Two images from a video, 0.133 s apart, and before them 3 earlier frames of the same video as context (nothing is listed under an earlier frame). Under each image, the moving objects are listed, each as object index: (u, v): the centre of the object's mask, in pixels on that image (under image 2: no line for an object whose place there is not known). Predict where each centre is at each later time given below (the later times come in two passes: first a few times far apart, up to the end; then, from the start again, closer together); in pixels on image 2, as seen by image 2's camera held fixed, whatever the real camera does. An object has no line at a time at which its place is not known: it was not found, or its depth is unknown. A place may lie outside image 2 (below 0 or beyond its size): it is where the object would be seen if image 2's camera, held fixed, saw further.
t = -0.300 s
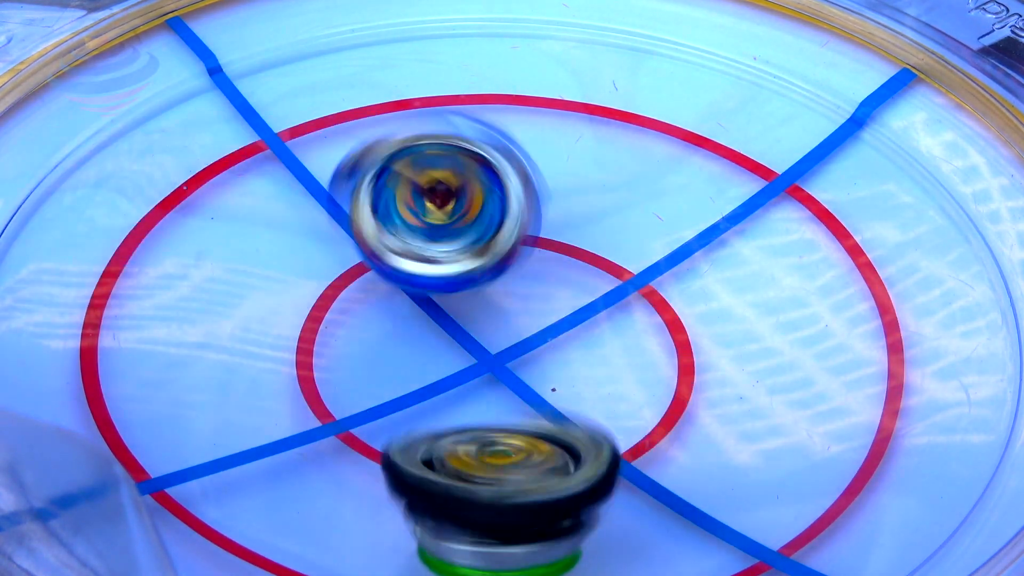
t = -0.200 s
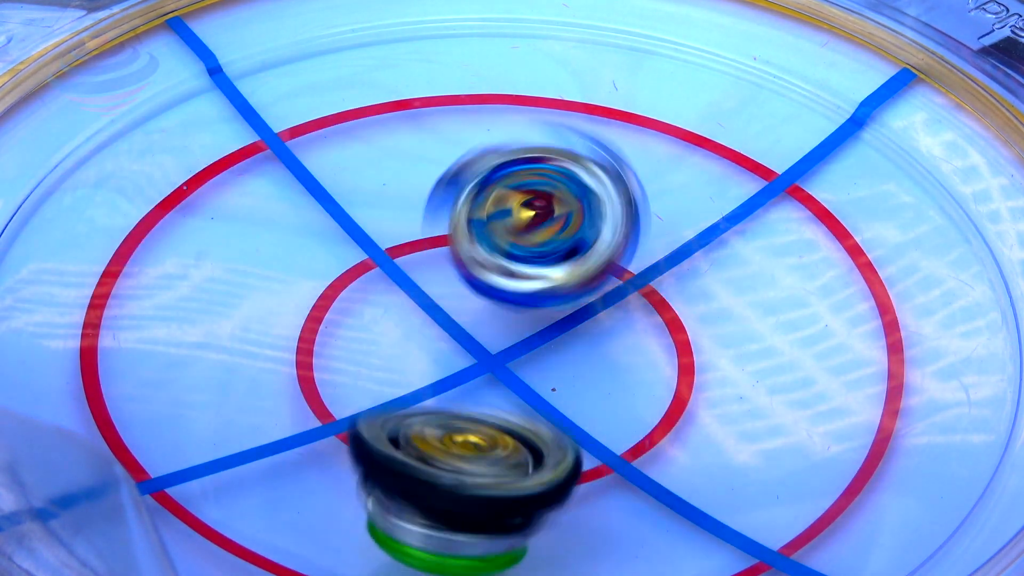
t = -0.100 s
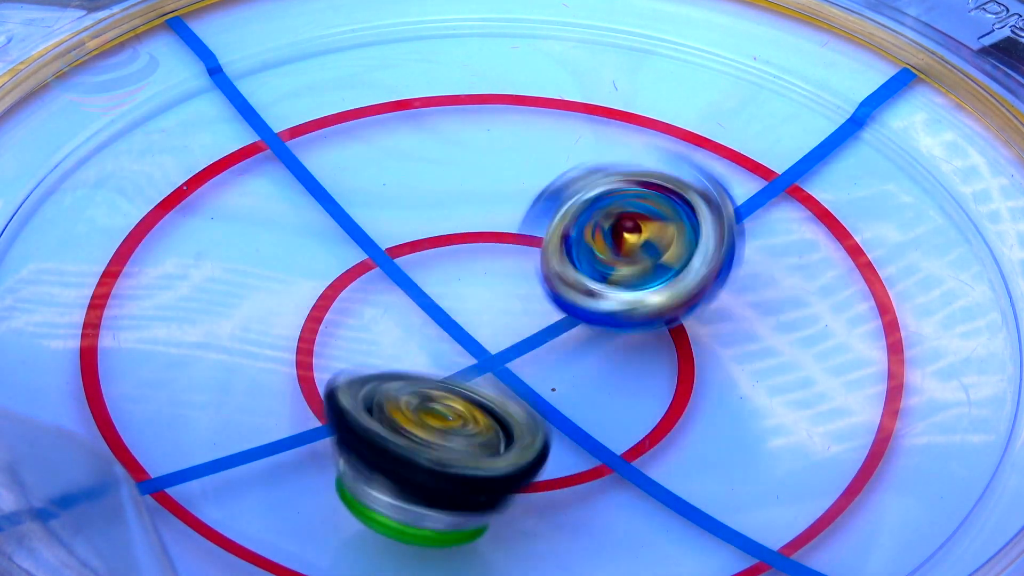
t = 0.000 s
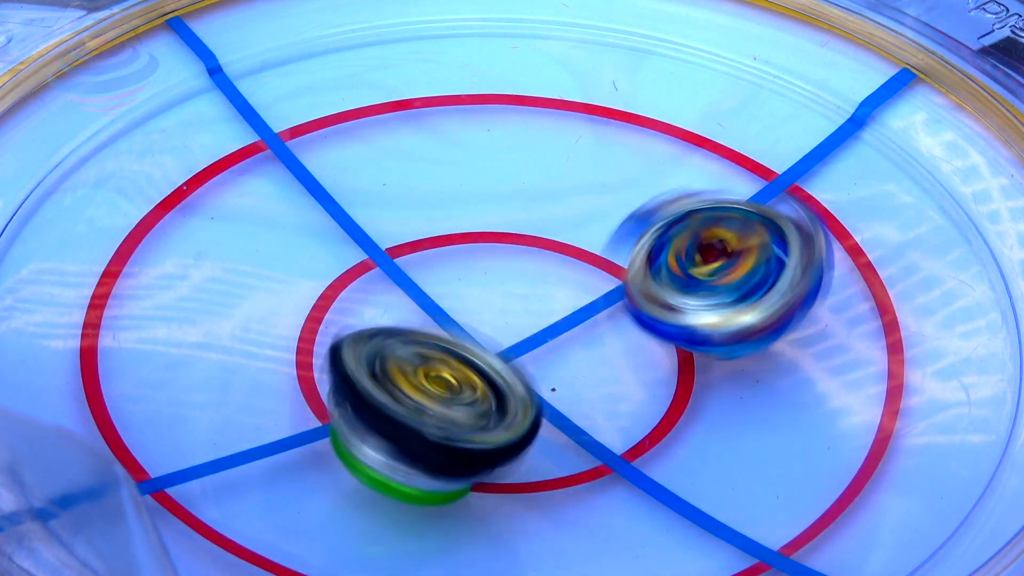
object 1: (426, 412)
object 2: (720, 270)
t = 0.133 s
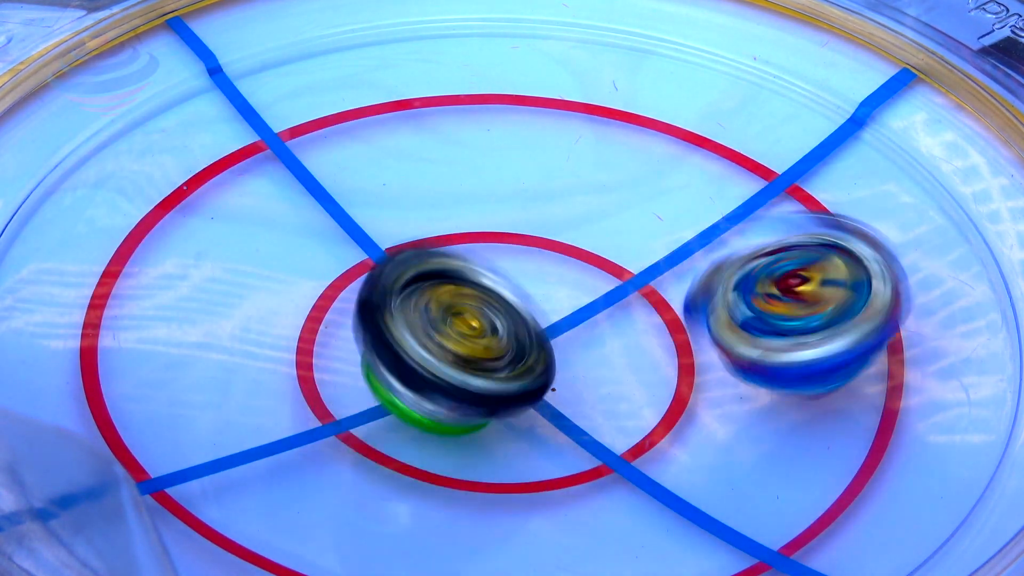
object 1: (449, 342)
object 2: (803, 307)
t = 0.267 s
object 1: (513, 271)
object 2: (802, 328)
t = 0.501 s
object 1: (639, 189)
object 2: (588, 356)
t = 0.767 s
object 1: (751, 192)
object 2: (336, 303)
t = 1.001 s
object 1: (729, 265)
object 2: (218, 199)
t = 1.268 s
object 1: (540, 325)
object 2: (239, 163)
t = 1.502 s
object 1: (438, 359)
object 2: (378, 121)
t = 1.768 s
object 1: (398, 272)
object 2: (512, 146)
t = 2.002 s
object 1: (374, 242)
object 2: (627, 305)
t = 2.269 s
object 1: (438, 233)
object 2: (491, 419)
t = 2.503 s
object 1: (542, 231)
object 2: (335, 353)
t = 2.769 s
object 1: (640, 301)
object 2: (386, 225)
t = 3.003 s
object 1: (589, 369)
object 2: (474, 229)
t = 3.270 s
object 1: (433, 356)
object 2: (527, 232)
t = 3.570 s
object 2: (529, 234)
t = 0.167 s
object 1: (465, 328)
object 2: (814, 316)
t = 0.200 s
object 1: (480, 307)
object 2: (815, 318)
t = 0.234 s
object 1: (491, 287)
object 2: (809, 320)
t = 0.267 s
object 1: (513, 271)
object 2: (802, 328)
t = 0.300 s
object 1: (528, 254)
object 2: (785, 328)
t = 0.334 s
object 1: (544, 242)
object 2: (763, 338)
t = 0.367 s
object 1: (568, 228)
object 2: (743, 338)
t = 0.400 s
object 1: (583, 213)
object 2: (702, 344)
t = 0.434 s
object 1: (602, 205)
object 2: (668, 353)
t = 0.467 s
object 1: (623, 195)
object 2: (627, 355)
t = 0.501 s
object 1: (639, 189)
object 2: (588, 356)
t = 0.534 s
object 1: (661, 186)
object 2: (549, 357)
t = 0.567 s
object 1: (680, 178)
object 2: (518, 353)
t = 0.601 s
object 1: (692, 181)
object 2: (484, 354)
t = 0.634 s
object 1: (710, 177)
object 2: (453, 344)
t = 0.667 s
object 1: (722, 177)
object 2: (418, 337)
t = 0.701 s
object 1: (734, 185)
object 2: (393, 328)
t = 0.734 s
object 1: (747, 183)
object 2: (363, 318)
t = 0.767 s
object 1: (751, 192)
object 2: (336, 303)
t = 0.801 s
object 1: (758, 201)
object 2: (315, 291)
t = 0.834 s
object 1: (760, 207)
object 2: (291, 278)
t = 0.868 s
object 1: (758, 220)
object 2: (275, 261)
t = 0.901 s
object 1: (759, 227)
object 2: (254, 242)
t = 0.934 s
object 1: (748, 241)
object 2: (243, 228)
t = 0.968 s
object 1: (741, 254)
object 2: (224, 209)
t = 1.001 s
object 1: (729, 265)
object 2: (218, 199)
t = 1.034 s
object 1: (709, 278)
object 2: (203, 182)
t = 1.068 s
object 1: (696, 290)
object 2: (201, 175)
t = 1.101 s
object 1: (670, 299)
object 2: (196, 165)
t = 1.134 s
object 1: (650, 309)
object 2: (200, 164)
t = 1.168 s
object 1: (625, 315)
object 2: (205, 161)
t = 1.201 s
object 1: (594, 322)
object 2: (213, 159)
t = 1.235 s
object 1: (573, 325)
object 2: (227, 159)
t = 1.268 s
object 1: (540, 325)
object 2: (239, 163)
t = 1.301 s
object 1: (518, 326)
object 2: (261, 163)
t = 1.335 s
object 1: (490, 321)
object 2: (285, 174)
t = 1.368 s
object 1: (466, 317)
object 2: (303, 174)
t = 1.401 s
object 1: (452, 326)
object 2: (330, 179)
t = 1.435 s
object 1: (443, 346)
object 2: (349, 154)
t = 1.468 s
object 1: (442, 357)
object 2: (364, 127)
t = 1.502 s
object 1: (438, 359)
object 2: (378, 121)
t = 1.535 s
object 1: (428, 351)
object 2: (391, 115)
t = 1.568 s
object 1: (424, 343)
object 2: (403, 108)
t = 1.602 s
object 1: (409, 332)
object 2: (422, 106)
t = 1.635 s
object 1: (410, 322)
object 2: (445, 108)
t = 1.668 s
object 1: (402, 311)
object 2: (458, 118)
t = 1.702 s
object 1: (401, 297)
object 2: (471, 126)
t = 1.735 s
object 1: (405, 287)
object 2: (490, 135)
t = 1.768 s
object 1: (398, 272)
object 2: (512, 146)
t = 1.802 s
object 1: (389, 274)
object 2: (537, 159)
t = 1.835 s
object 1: (382, 272)
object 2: (562, 169)
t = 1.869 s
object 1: (384, 264)
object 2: (578, 195)
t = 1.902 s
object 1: (392, 258)
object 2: (583, 220)
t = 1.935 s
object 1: (382, 256)
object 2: (603, 250)
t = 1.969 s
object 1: (370, 246)
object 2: (623, 271)
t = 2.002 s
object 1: (374, 242)
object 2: (627, 305)
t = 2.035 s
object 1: (380, 238)
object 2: (628, 329)
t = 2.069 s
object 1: (381, 237)
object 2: (617, 355)
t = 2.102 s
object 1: (388, 232)
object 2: (603, 375)
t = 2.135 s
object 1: (400, 230)
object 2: (585, 388)
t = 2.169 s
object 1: (411, 230)
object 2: (561, 403)
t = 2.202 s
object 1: (413, 231)
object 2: (534, 414)
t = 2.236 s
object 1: (423, 230)
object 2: (515, 419)
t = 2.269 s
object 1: (438, 233)
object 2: (491, 419)
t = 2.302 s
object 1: (444, 237)
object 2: (468, 412)
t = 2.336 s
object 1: (449, 241)
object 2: (450, 400)
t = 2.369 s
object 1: (462, 243)
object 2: (433, 390)
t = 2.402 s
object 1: (494, 236)
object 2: (390, 399)
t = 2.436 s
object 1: (520, 227)
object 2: (369, 383)
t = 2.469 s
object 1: (533, 227)
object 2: (347, 362)
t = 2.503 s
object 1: (542, 231)
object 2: (335, 353)
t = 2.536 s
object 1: (547, 234)
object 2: (342, 338)
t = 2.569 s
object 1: (557, 236)
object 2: (358, 317)
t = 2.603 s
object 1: (569, 241)
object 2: (371, 296)
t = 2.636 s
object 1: (597, 253)
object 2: (365, 276)
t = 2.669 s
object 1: (626, 264)
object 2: (357, 263)
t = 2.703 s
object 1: (637, 278)
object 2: (361, 242)
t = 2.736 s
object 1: (640, 290)
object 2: (370, 231)
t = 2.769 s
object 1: (640, 301)
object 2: (386, 225)
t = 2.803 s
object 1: (640, 309)
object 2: (406, 224)
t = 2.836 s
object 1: (634, 319)
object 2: (423, 225)
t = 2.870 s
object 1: (627, 329)
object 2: (440, 227)
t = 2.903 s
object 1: (621, 341)
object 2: (453, 232)
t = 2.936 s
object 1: (615, 352)
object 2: (454, 223)
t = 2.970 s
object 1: (604, 363)
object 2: (468, 225)
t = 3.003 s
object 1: (589, 369)
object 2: (474, 229)
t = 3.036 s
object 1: (570, 373)
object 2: (474, 233)
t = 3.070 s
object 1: (551, 375)
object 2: (479, 234)
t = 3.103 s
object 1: (531, 375)
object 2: (492, 227)
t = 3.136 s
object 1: (509, 373)
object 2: (505, 225)
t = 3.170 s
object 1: (489, 373)
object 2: (514, 226)
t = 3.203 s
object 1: (470, 367)
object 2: (519, 227)
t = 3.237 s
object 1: (452, 361)
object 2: (524, 230)
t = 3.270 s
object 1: (433, 356)
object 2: (527, 232)
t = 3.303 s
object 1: (422, 347)
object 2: (527, 231)
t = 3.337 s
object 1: (410, 340)
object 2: (526, 231)
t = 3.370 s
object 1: (396, 334)
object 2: (528, 228)
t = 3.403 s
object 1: (382, 326)
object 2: (531, 228)
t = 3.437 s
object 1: (372, 313)
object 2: (531, 231)
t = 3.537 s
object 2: (529, 233)
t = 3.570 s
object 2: (529, 234)
